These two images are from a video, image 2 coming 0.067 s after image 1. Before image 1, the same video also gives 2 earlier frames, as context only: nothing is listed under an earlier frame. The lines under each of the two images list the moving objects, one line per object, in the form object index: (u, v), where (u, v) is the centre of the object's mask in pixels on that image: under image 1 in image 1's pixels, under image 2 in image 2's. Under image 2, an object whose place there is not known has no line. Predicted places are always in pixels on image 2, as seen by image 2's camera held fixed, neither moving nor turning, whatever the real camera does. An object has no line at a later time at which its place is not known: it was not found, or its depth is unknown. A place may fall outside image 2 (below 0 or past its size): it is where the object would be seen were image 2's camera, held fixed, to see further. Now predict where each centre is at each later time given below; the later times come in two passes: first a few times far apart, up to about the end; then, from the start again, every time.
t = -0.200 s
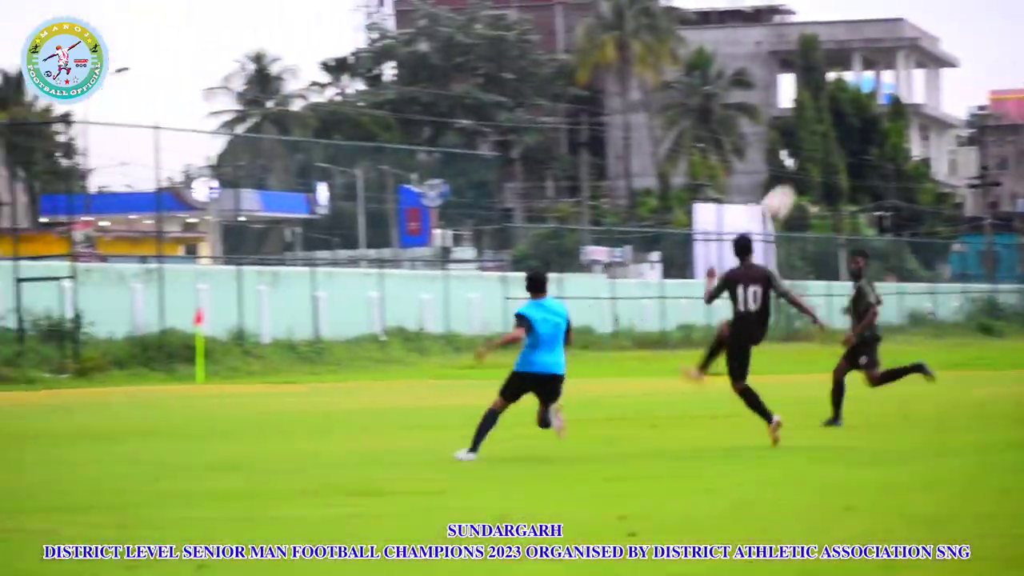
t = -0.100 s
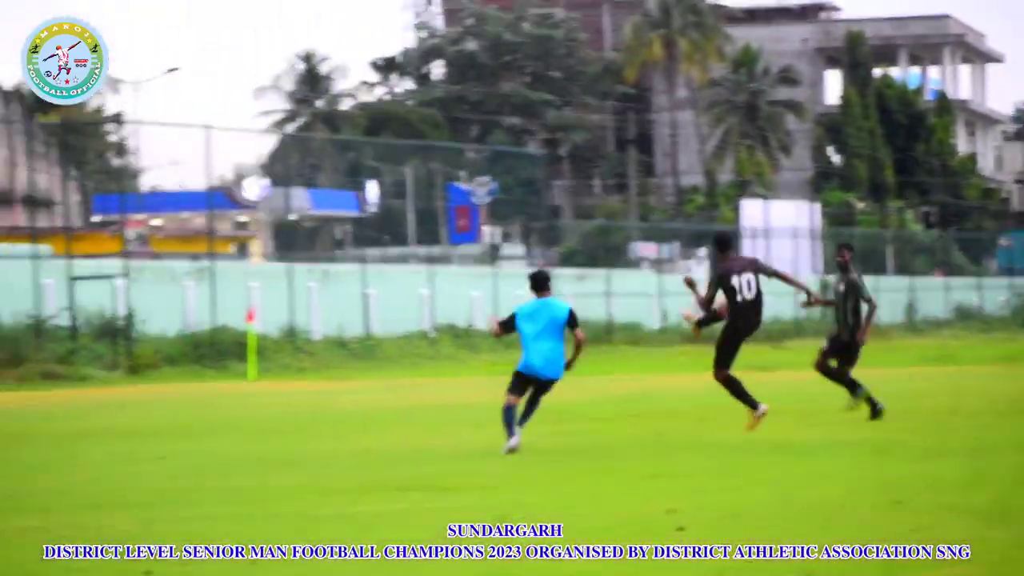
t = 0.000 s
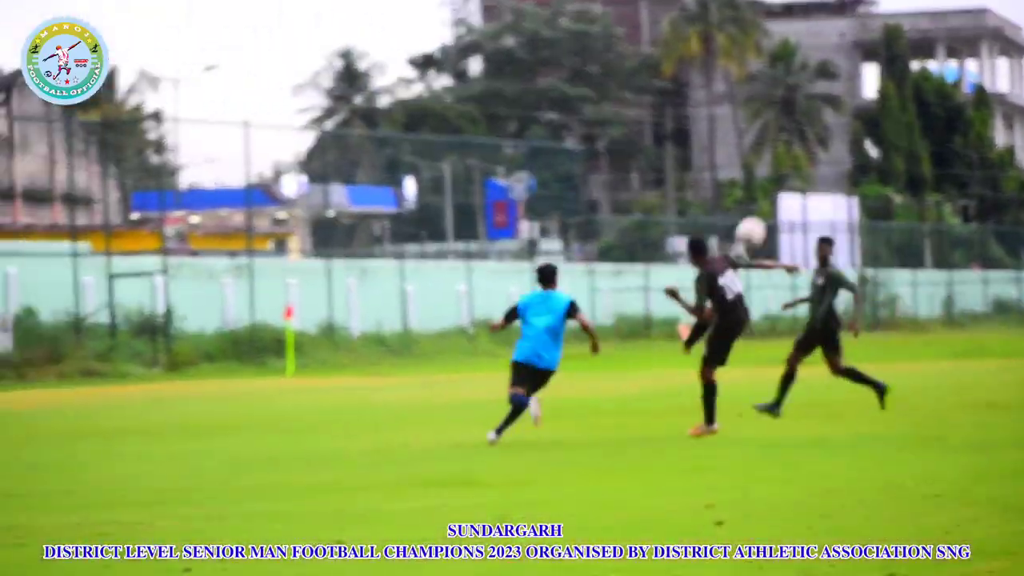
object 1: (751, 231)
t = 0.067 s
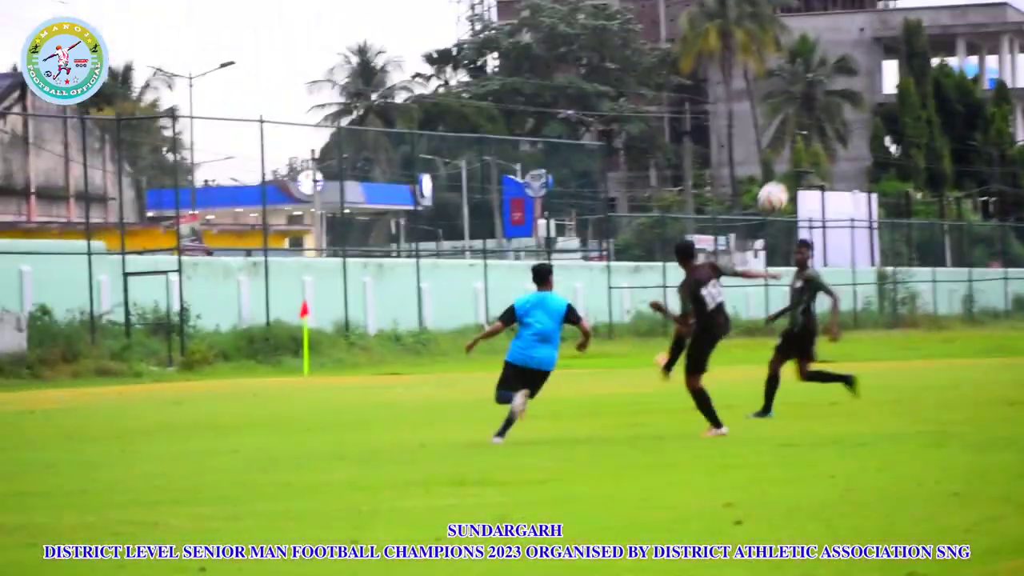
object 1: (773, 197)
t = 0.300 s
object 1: (787, 124)
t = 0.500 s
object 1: (801, 113)
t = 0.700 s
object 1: (816, 147)
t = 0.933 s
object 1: (837, 257)
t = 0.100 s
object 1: (775, 182)
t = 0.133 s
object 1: (777, 168)
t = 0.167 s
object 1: (778, 156)
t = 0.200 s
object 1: (780, 146)
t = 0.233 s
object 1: (782, 137)
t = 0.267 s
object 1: (784, 129)
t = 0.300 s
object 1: (787, 124)
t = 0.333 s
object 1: (788, 118)
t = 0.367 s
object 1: (791, 115)
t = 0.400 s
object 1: (793, 113)
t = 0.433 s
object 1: (796, 110)
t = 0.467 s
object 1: (798, 111)
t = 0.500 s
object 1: (801, 113)
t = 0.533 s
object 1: (803, 116)
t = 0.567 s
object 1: (805, 119)
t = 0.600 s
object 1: (808, 123)
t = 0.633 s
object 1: (811, 129)
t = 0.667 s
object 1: (813, 137)
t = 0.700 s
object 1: (816, 147)
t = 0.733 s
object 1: (818, 158)
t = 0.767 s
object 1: (820, 171)
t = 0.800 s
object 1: (826, 184)
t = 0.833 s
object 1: (827, 205)
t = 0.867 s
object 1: (830, 221)
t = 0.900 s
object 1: (835, 238)
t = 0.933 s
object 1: (837, 257)
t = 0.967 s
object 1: (839, 280)
